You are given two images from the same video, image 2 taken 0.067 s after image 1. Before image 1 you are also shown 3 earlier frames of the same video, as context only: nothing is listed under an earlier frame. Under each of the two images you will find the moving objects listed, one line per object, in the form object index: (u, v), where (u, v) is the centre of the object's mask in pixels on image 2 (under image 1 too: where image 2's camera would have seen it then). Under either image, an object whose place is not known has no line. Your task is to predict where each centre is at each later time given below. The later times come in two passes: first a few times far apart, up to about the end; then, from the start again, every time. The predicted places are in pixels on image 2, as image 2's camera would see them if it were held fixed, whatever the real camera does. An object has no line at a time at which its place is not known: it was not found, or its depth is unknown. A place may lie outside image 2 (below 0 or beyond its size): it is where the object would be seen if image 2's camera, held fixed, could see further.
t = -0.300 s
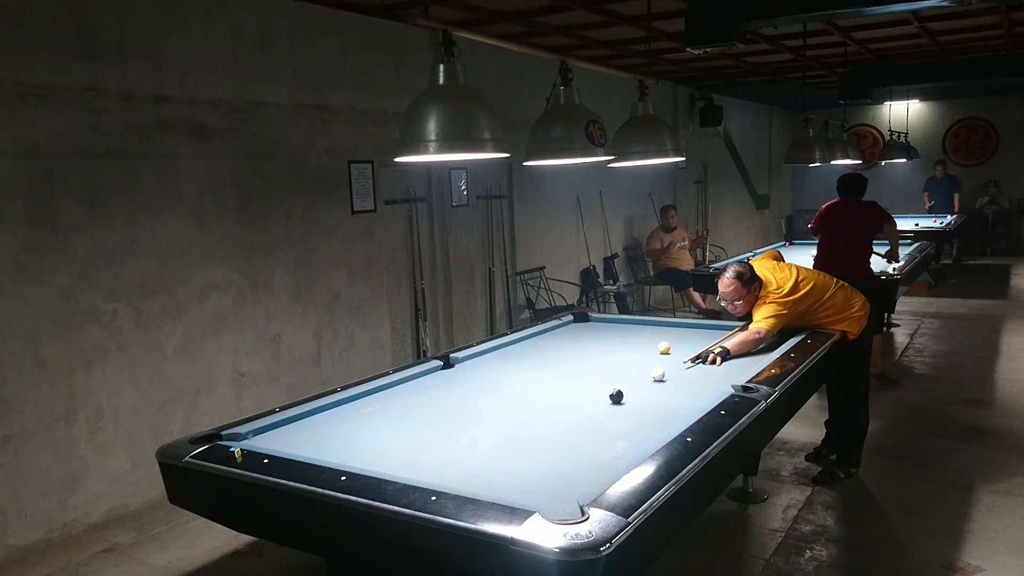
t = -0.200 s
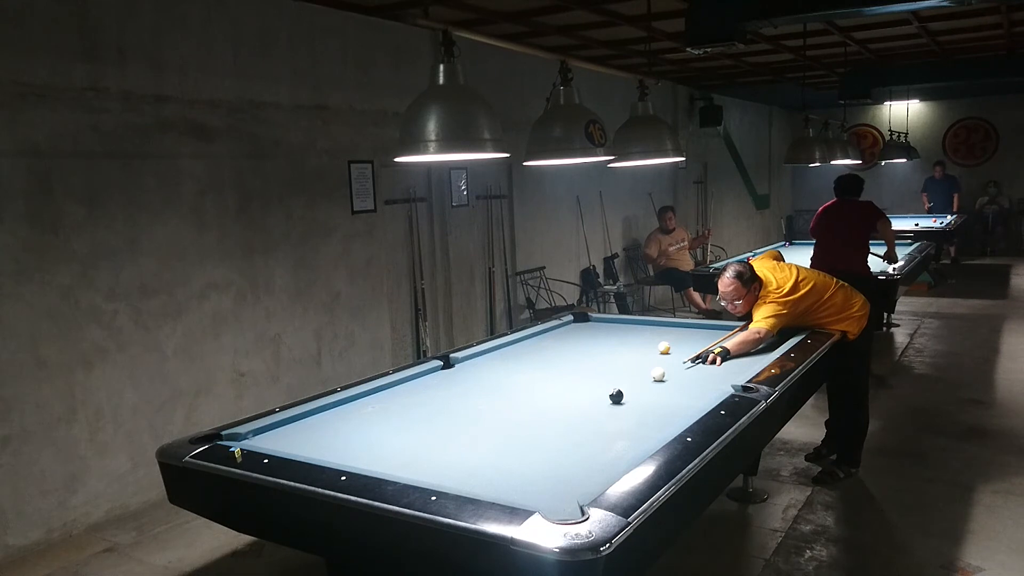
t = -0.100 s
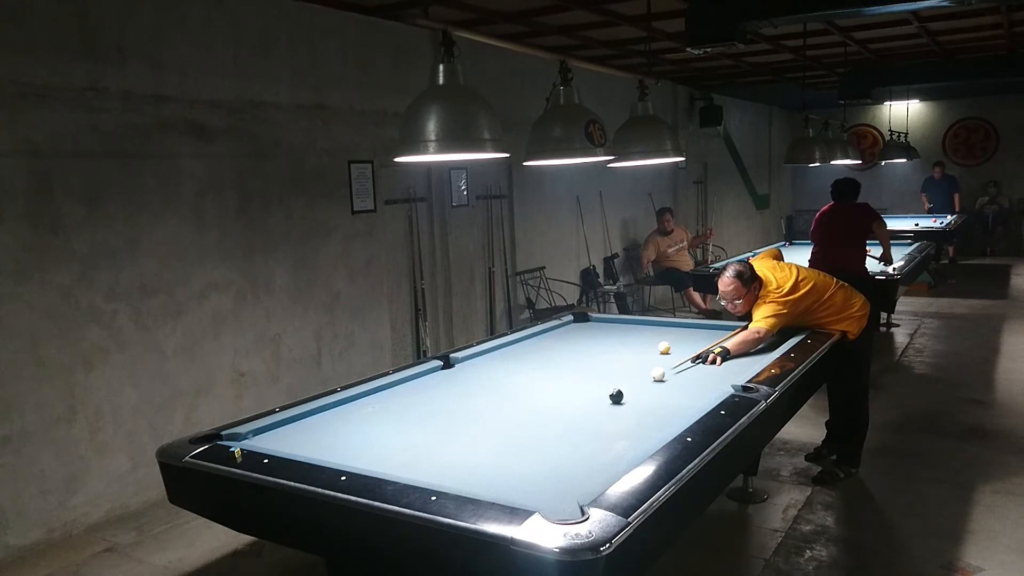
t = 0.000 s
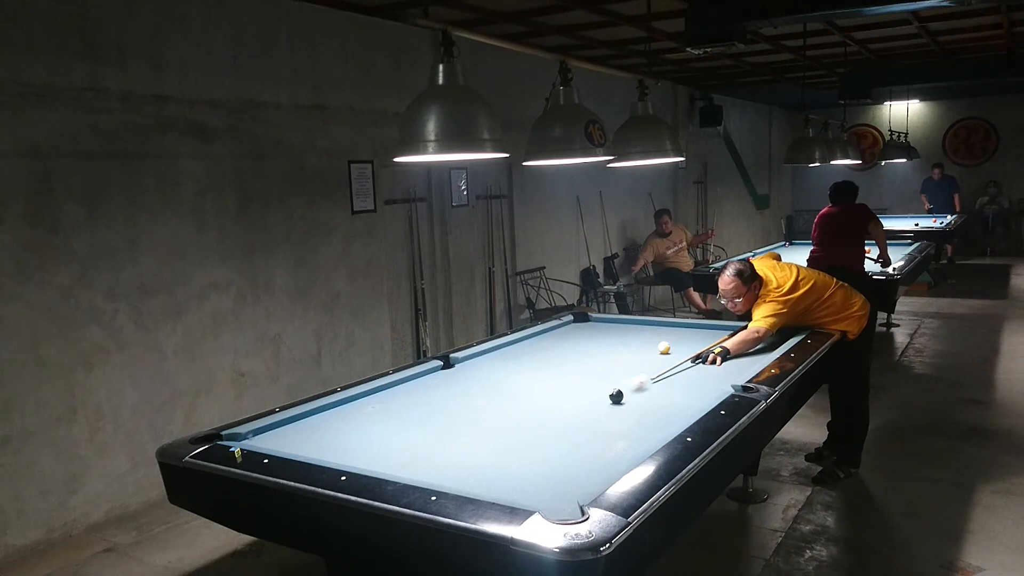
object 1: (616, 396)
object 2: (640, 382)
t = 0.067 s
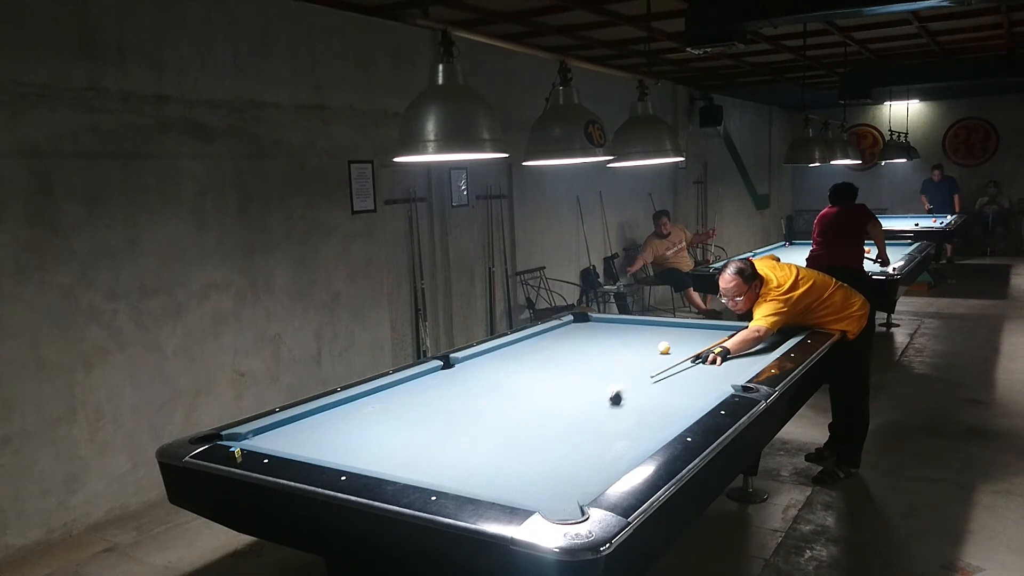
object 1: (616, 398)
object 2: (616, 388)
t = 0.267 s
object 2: (578, 392)
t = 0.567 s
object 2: (531, 390)
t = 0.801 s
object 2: (497, 388)
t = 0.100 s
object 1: (612, 403)
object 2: (606, 391)
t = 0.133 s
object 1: (609, 410)
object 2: (601, 392)
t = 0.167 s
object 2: (595, 392)
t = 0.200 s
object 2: (589, 392)
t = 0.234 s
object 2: (584, 392)
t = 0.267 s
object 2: (578, 392)
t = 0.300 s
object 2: (573, 391)
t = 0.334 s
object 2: (567, 391)
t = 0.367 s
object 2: (562, 392)
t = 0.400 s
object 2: (556, 392)
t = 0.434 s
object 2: (552, 391)
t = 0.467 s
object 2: (546, 391)
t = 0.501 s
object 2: (542, 391)
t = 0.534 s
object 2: (536, 390)
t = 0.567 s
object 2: (531, 390)
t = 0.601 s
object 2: (526, 390)
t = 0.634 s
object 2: (521, 389)
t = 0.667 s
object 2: (516, 389)
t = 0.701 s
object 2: (511, 389)
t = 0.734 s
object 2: (507, 388)
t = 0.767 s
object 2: (502, 388)
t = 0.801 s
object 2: (497, 388)
